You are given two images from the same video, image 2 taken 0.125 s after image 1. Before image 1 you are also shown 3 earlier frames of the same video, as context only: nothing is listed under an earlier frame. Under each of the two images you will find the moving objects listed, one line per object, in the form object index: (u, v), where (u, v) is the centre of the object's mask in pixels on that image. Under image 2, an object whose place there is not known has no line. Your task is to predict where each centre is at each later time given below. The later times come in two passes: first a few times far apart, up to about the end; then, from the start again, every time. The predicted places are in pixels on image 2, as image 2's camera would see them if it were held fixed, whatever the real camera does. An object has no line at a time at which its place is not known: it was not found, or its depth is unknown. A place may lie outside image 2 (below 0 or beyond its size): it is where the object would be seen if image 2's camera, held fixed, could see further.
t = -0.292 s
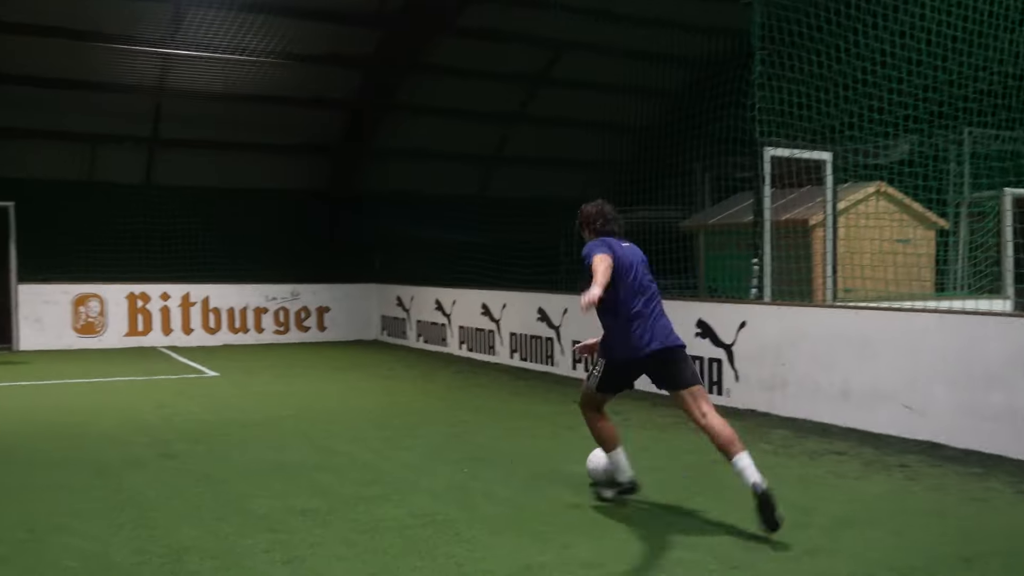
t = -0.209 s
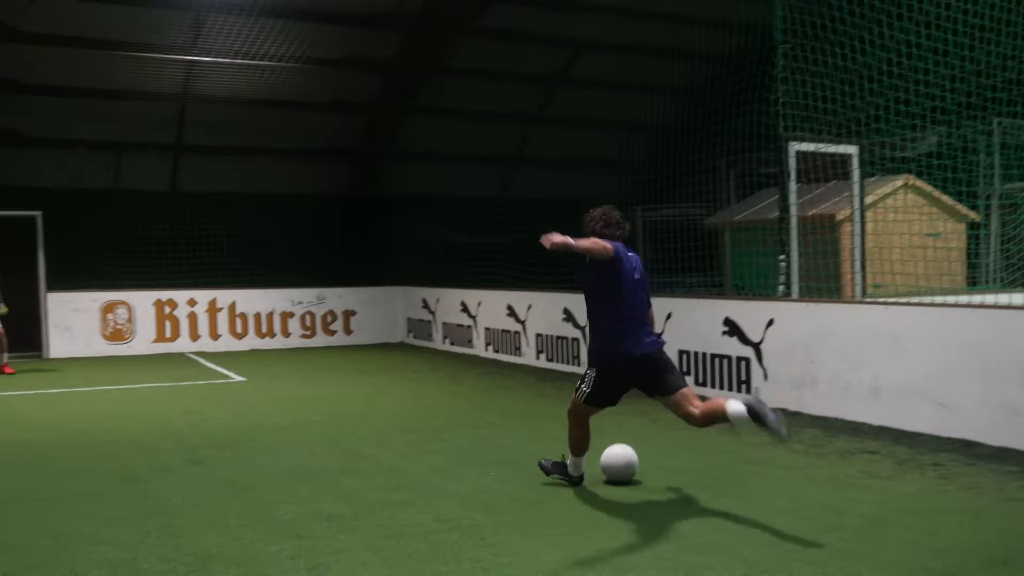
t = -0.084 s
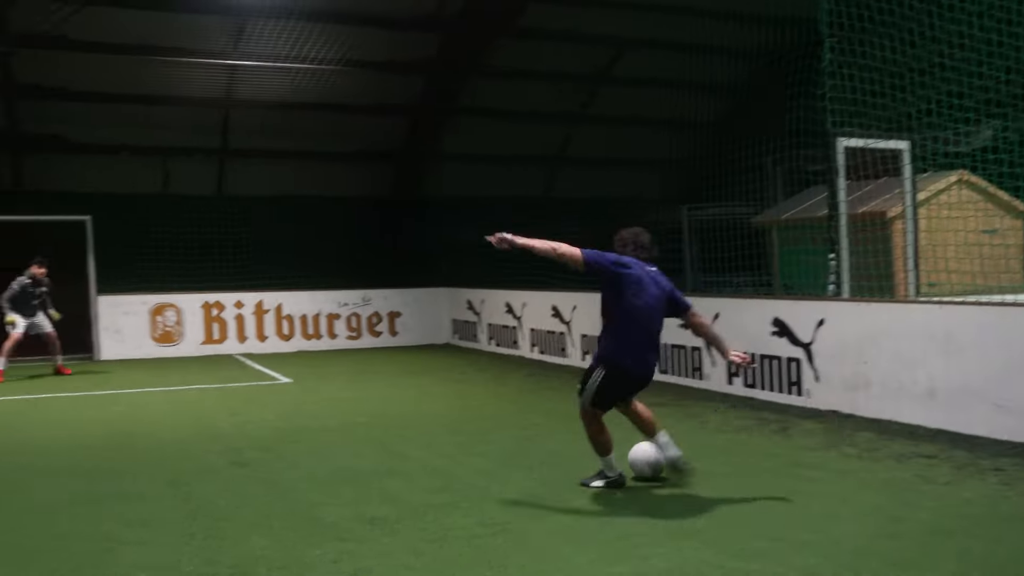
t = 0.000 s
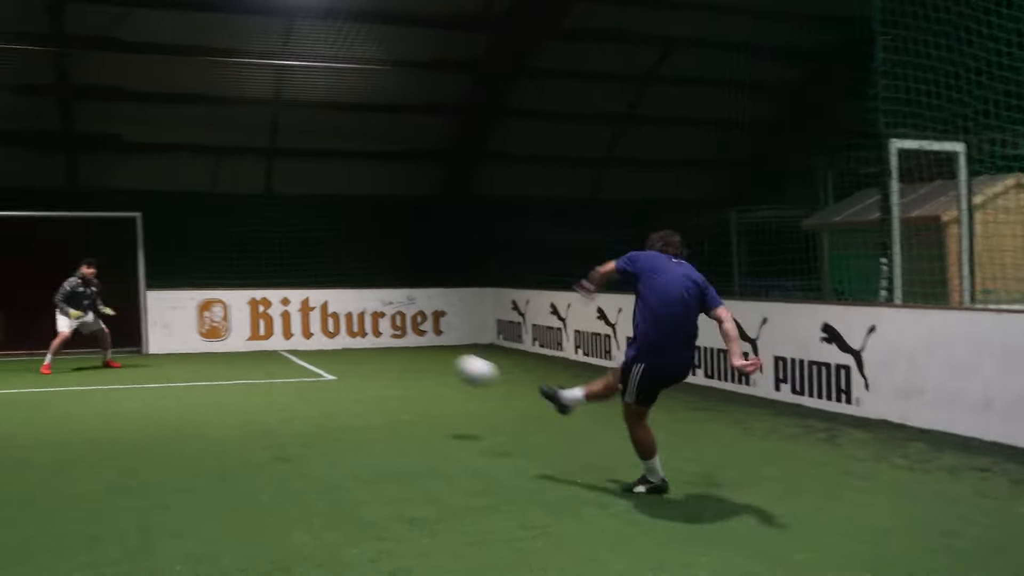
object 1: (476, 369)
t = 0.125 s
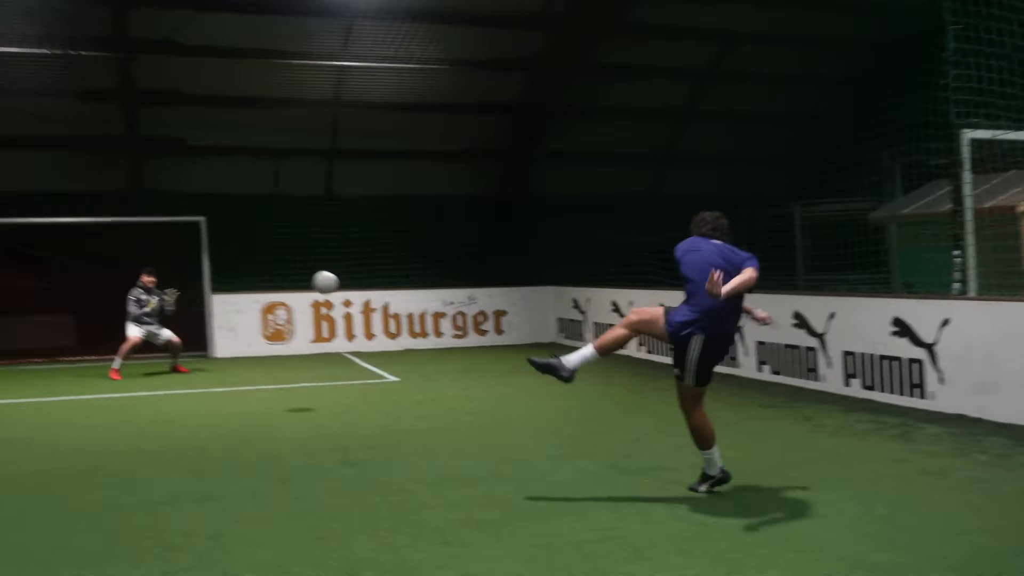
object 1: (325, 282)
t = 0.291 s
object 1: (176, 220)
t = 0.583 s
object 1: (96, 176)
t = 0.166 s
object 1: (278, 263)
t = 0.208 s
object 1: (239, 247)
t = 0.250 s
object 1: (205, 232)
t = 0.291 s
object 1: (176, 220)
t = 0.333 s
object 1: (149, 208)
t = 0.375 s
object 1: (127, 200)
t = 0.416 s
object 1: (114, 194)
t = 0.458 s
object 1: (109, 188)
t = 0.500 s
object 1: (104, 183)
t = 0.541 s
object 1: (100, 179)
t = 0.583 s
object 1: (96, 176)
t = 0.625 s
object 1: (91, 174)
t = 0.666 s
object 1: (86, 174)
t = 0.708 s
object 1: (81, 174)
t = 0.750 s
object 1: (76, 176)
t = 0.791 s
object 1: (71, 179)
